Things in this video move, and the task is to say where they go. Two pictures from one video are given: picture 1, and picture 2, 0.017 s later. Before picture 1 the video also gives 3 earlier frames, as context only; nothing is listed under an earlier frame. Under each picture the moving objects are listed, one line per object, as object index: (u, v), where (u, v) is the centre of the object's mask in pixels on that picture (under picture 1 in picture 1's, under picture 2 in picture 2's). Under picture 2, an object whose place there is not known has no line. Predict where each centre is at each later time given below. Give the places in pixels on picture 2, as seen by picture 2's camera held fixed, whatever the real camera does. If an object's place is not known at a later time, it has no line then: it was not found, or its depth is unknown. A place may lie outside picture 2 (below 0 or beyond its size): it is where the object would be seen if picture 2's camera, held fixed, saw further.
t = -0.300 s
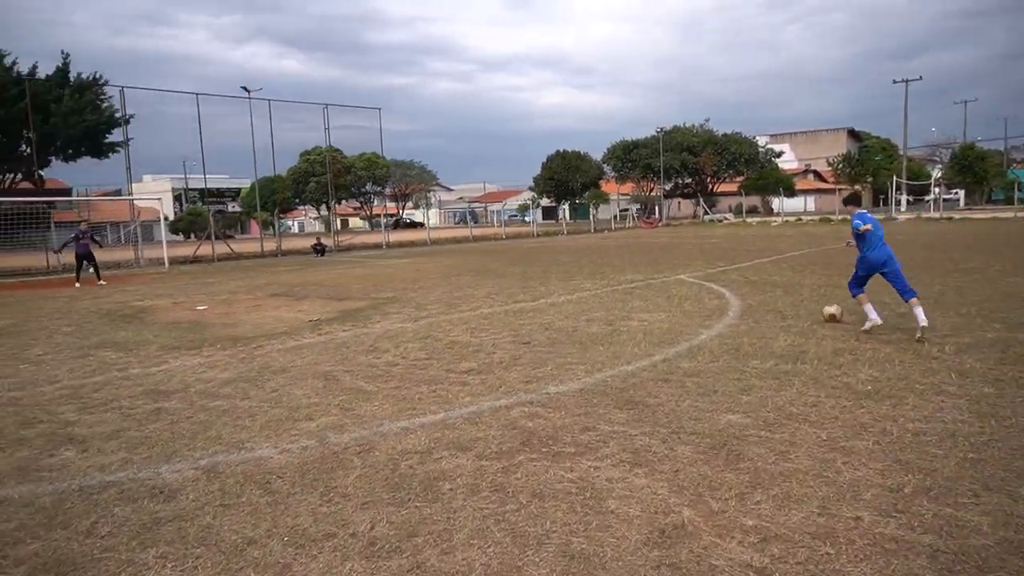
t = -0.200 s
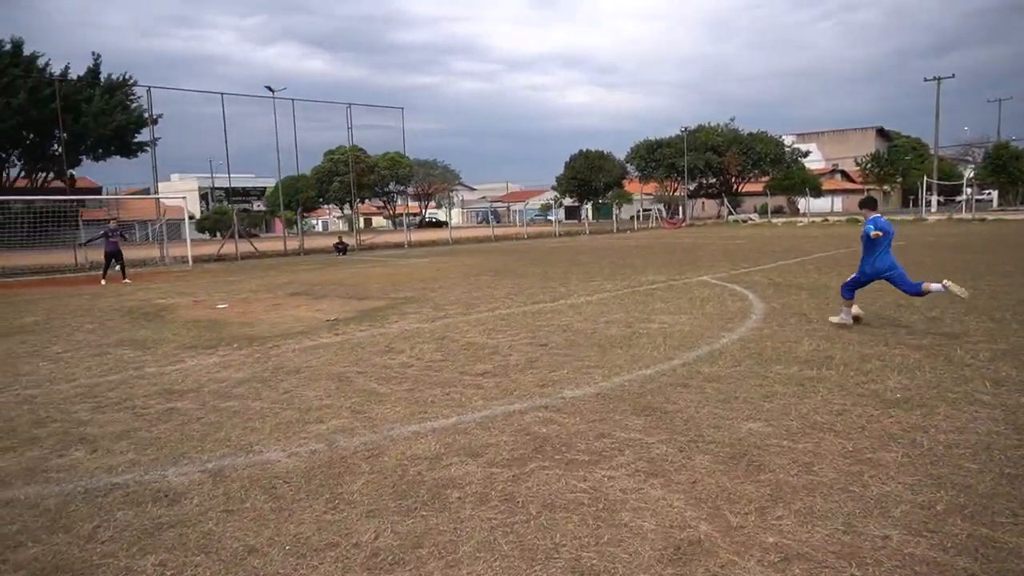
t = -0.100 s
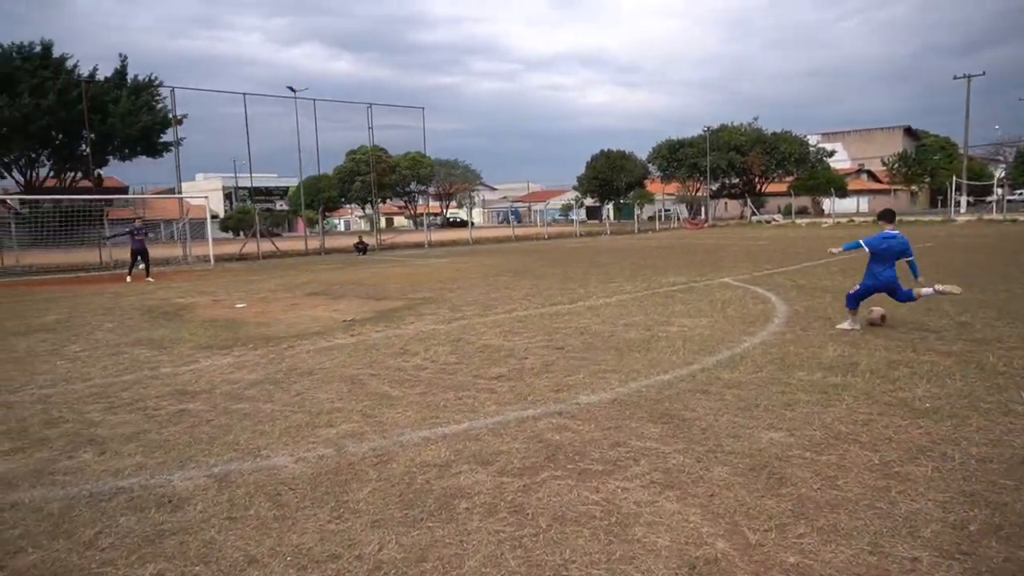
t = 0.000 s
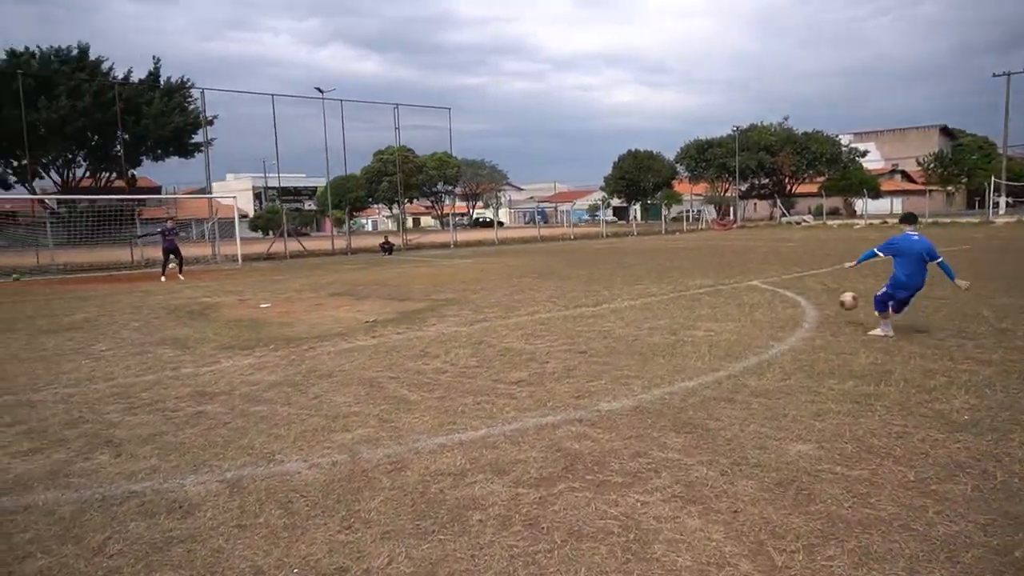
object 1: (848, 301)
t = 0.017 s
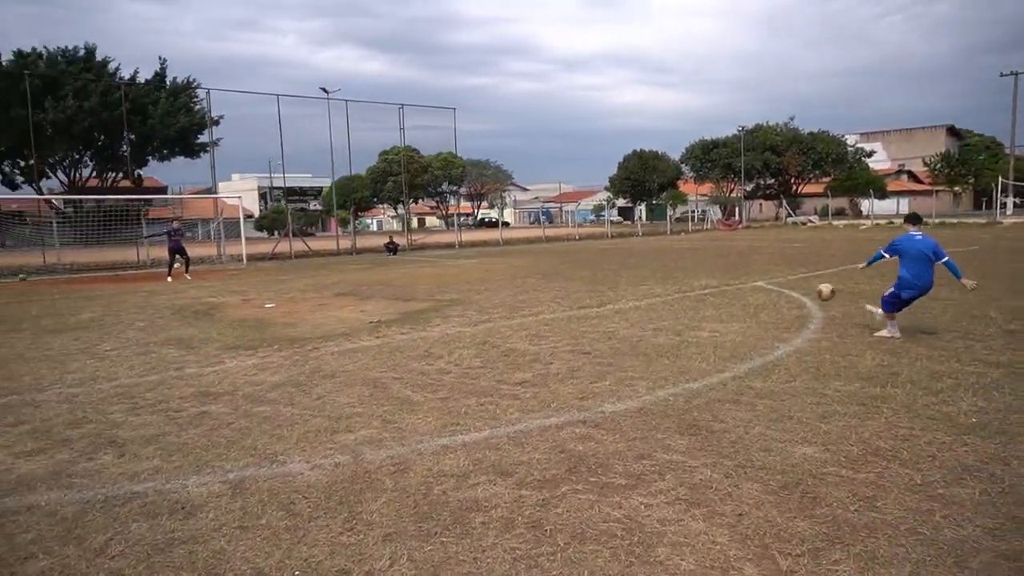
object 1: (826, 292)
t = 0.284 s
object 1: (506, 196)
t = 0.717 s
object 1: (267, 161)
